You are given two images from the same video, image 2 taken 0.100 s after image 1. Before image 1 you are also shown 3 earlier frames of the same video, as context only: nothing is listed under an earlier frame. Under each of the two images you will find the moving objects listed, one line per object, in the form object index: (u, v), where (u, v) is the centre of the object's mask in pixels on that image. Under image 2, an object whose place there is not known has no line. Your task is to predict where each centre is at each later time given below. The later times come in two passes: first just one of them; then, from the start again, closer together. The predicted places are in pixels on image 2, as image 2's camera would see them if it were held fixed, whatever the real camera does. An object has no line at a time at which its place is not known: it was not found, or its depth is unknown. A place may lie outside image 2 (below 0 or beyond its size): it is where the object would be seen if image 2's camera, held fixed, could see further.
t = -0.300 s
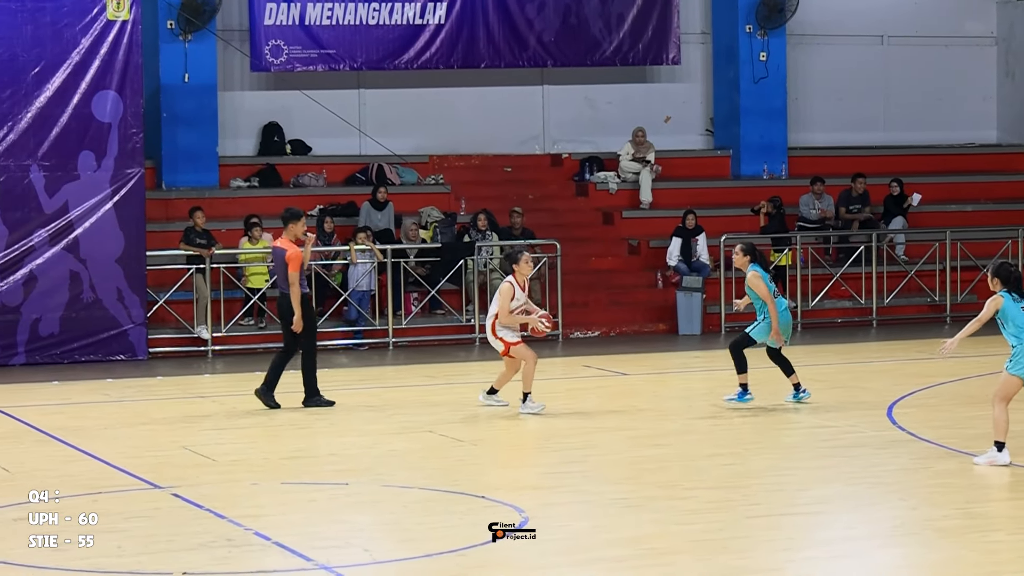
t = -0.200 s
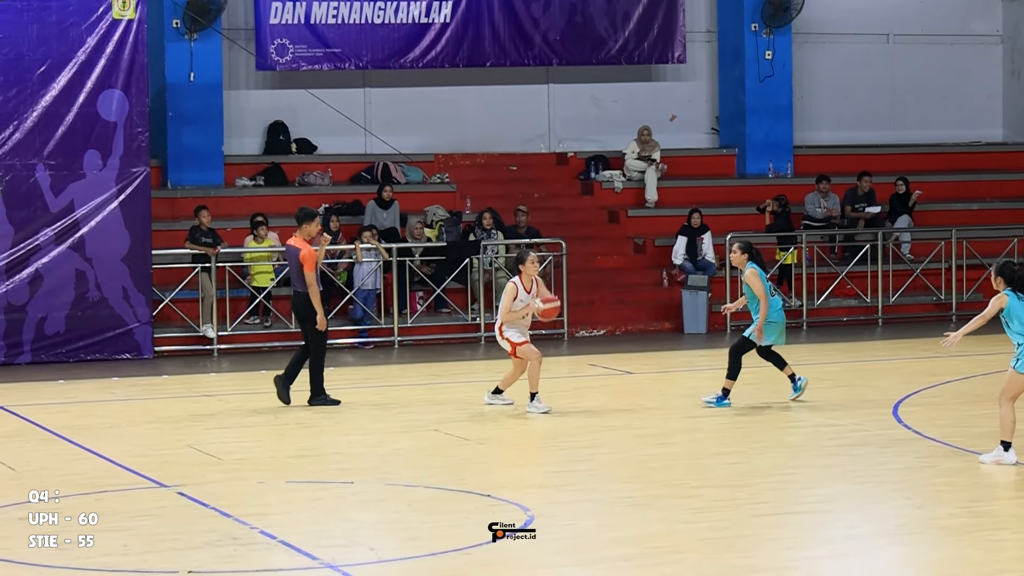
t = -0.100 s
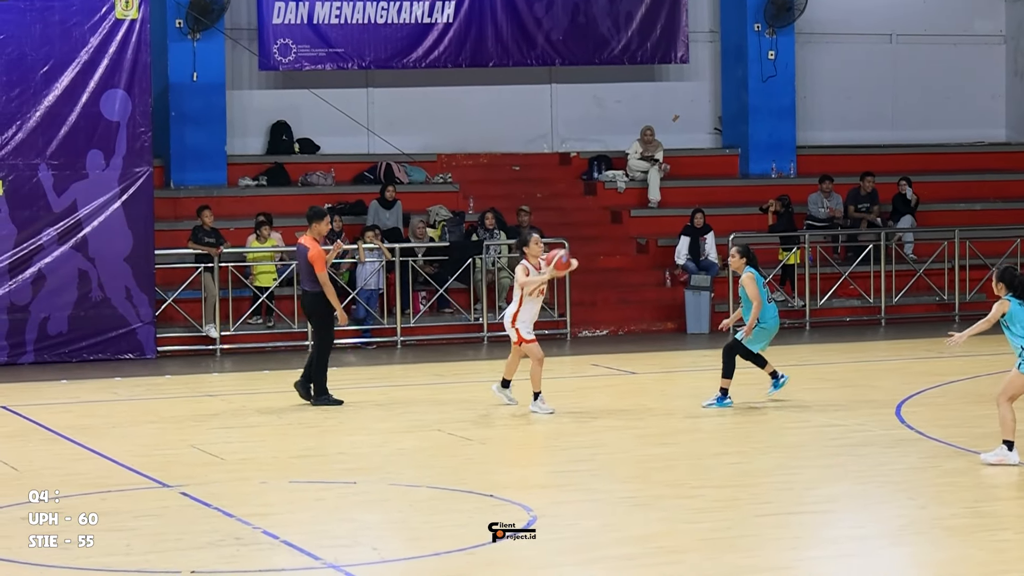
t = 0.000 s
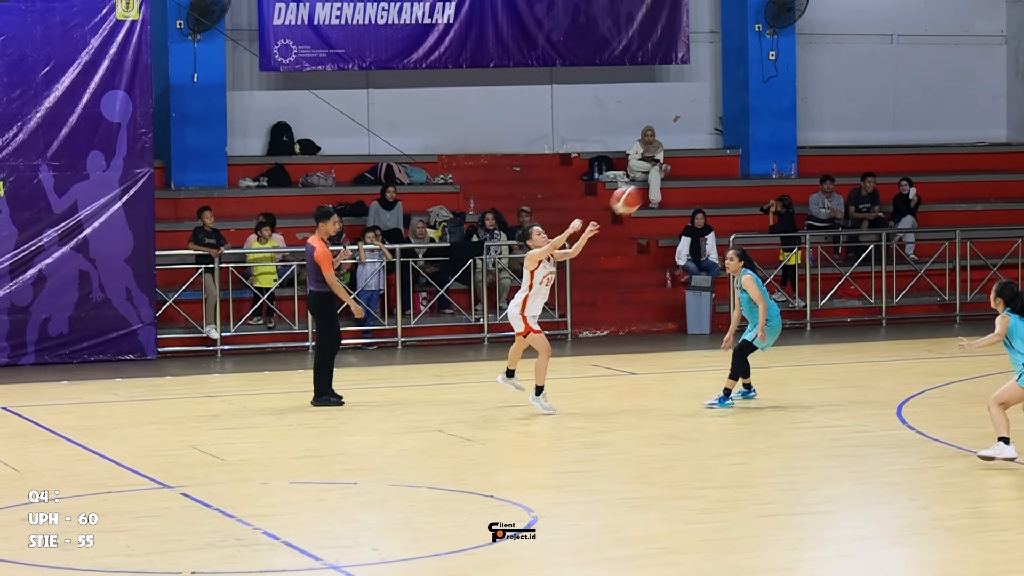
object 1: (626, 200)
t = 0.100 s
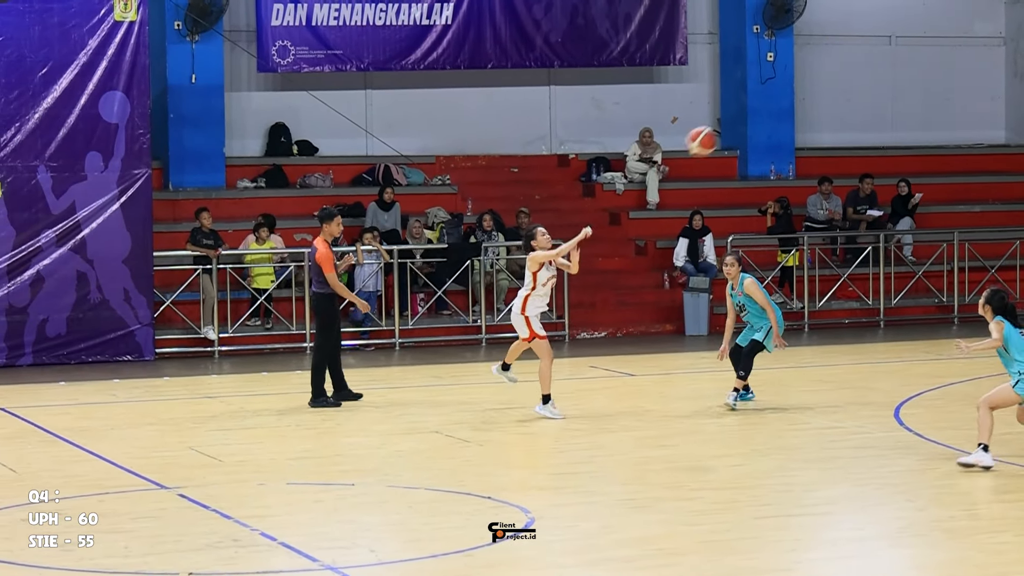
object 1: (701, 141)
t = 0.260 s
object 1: (834, 62)
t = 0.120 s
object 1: (718, 130)
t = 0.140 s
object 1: (733, 120)
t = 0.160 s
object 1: (749, 109)
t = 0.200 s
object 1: (782, 89)
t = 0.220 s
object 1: (799, 80)
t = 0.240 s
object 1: (816, 70)
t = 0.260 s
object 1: (834, 62)
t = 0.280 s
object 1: (853, 53)
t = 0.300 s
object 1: (871, 45)
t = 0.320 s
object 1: (890, 36)
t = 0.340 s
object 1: (909, 29)
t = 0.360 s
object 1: (929, 22)
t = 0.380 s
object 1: (948, 14)
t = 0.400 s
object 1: (969, 8)
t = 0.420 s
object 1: (990, 0)
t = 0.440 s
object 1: (1011, -6)
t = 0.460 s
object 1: (1033, -12)
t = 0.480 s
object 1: (1056, -17)
